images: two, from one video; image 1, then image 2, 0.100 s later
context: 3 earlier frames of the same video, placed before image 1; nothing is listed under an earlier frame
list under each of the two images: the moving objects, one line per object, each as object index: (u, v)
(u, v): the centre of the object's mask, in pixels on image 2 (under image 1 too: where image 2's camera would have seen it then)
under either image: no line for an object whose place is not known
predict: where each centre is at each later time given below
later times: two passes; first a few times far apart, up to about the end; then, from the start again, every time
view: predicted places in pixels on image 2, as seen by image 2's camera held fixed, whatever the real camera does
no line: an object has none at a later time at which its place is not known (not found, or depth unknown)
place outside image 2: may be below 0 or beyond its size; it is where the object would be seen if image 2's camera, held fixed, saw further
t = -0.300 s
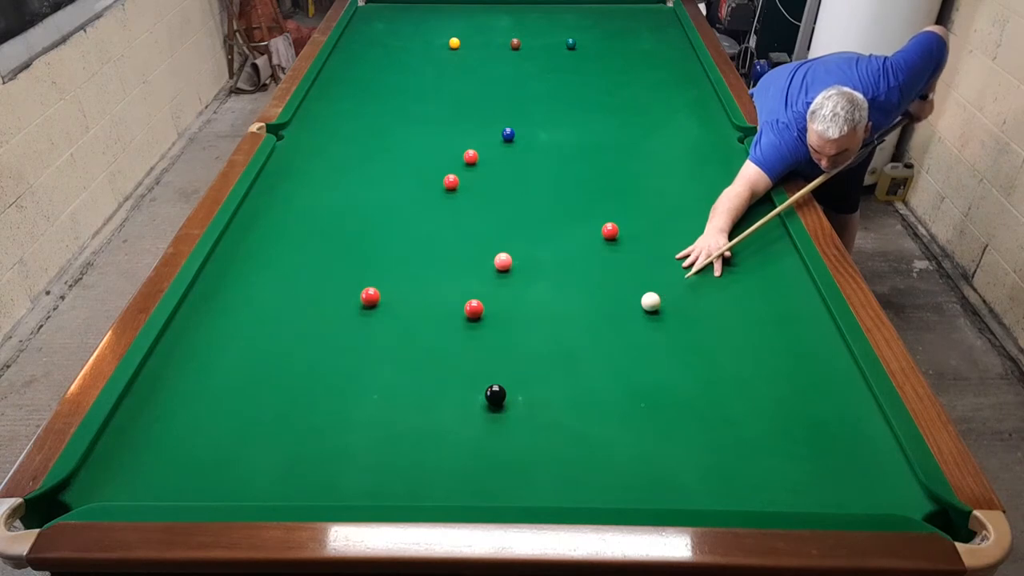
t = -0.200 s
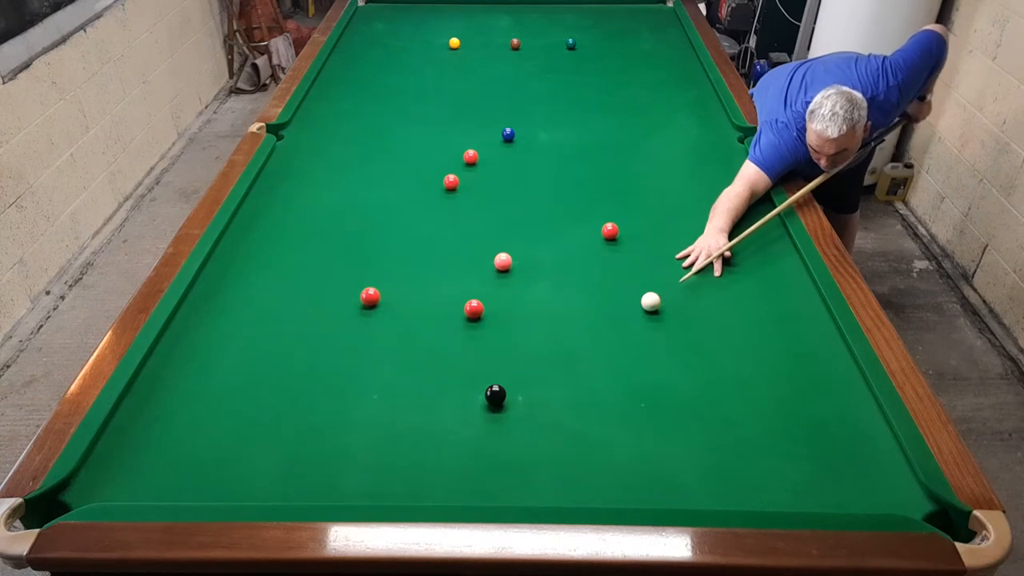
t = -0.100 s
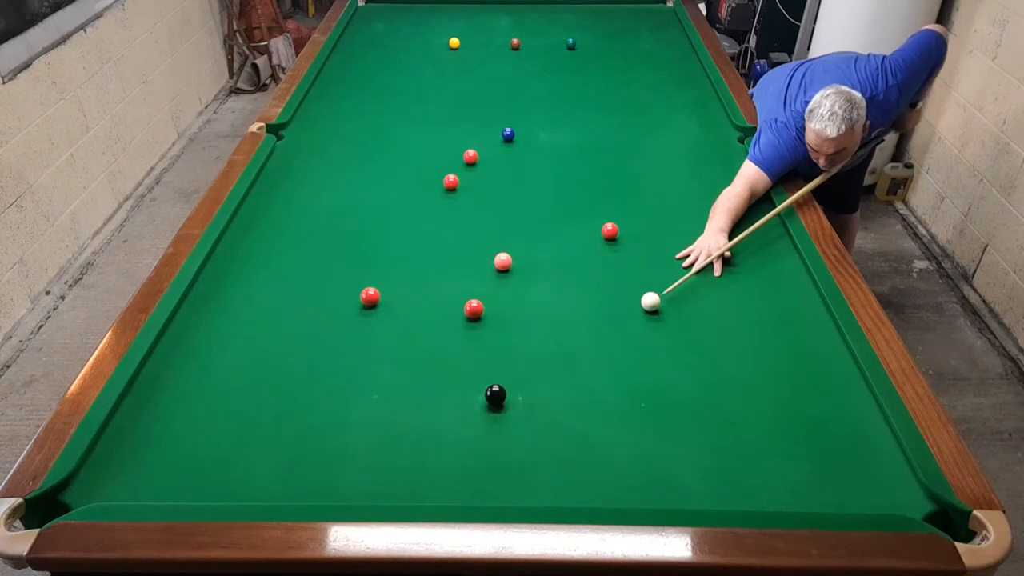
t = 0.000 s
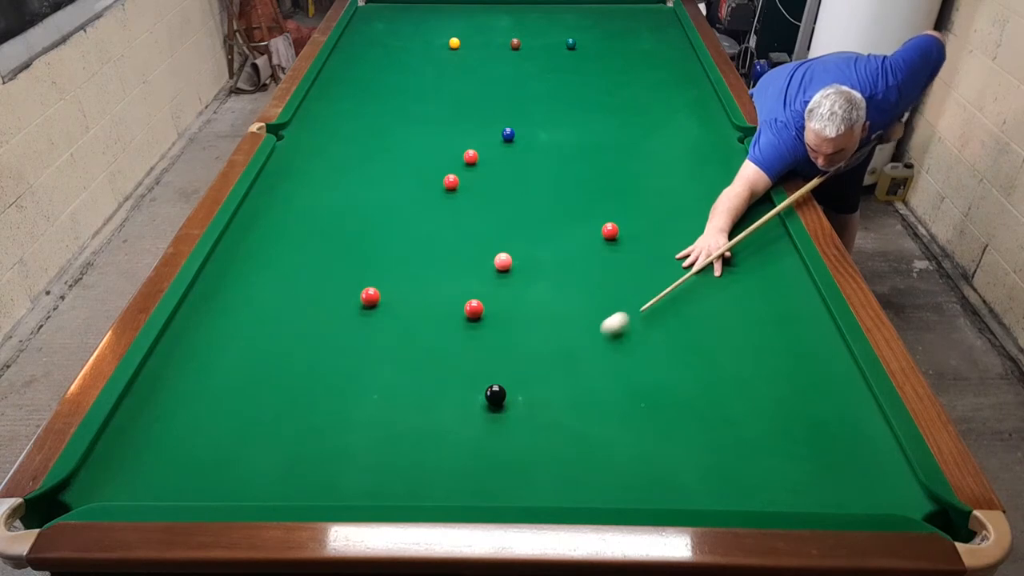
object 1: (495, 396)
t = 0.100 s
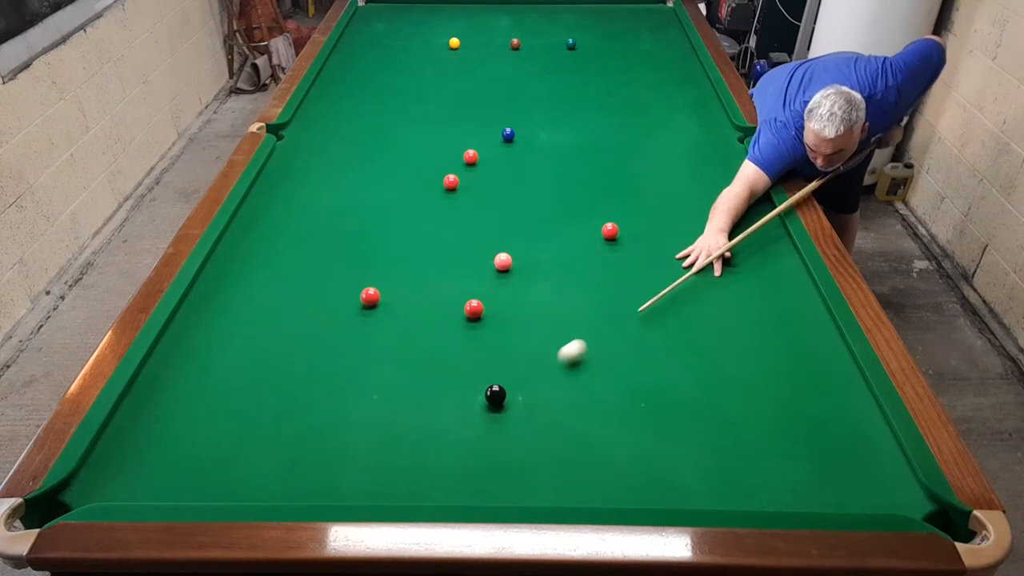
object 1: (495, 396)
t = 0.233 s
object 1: (494, 397)
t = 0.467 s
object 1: (399, 418)
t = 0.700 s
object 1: (315, 437)
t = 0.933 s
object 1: (229, 455)
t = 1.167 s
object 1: (139, 474)
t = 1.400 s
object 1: (65, 499)
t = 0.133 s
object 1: (495, 396)
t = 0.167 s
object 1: (495, 396)
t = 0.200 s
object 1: (495, 396)
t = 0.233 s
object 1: (494, 397)
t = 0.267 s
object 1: (479, 400)
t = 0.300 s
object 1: (463, 404)
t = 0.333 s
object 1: (448, 406)
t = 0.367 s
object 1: (435, 409)
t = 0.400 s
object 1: (422, 412)
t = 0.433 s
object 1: (410, 415)
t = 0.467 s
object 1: (399, 418)
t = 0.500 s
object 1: (387, 420)
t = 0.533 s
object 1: (375, 423)
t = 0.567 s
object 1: (363, 425)
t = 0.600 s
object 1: (351, 429)
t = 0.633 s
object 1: (339, 431)
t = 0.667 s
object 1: (327, 434)
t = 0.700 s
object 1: (315, 437)
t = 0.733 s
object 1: (302, 439)
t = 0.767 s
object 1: (291, 442)
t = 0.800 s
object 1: (278, 445)
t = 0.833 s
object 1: (266, 447)
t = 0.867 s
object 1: (254, 450)
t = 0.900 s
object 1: (241, 453)
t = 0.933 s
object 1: (229, 455)
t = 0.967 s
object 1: (216, 458)
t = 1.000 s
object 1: (203, 460)
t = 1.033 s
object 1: (191, 463)
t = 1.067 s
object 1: (178, 466)
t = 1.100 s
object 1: (165, 468)
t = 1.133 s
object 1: (153, 471)
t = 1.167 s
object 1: (139, 474)
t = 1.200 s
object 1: (126, 477)
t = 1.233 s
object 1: (114, 480)
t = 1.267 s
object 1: (101, 483)
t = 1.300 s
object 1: (88, 486)
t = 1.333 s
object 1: (74, 490)
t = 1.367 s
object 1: (68, 493)
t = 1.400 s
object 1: (65, 499)
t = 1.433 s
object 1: (63, 503)
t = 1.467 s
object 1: (58, 508)
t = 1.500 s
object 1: (53, 515)
